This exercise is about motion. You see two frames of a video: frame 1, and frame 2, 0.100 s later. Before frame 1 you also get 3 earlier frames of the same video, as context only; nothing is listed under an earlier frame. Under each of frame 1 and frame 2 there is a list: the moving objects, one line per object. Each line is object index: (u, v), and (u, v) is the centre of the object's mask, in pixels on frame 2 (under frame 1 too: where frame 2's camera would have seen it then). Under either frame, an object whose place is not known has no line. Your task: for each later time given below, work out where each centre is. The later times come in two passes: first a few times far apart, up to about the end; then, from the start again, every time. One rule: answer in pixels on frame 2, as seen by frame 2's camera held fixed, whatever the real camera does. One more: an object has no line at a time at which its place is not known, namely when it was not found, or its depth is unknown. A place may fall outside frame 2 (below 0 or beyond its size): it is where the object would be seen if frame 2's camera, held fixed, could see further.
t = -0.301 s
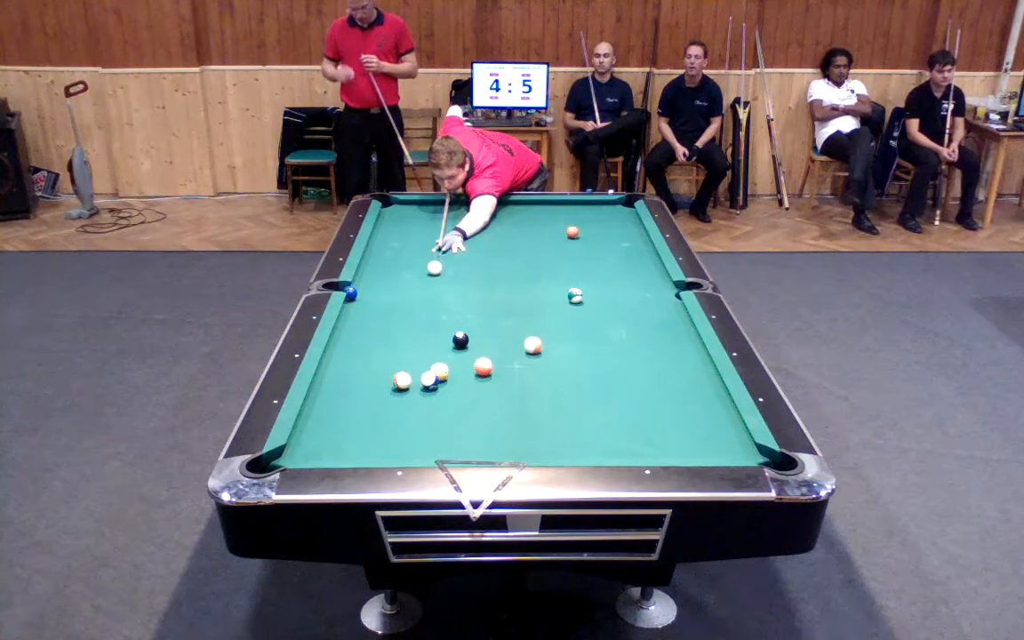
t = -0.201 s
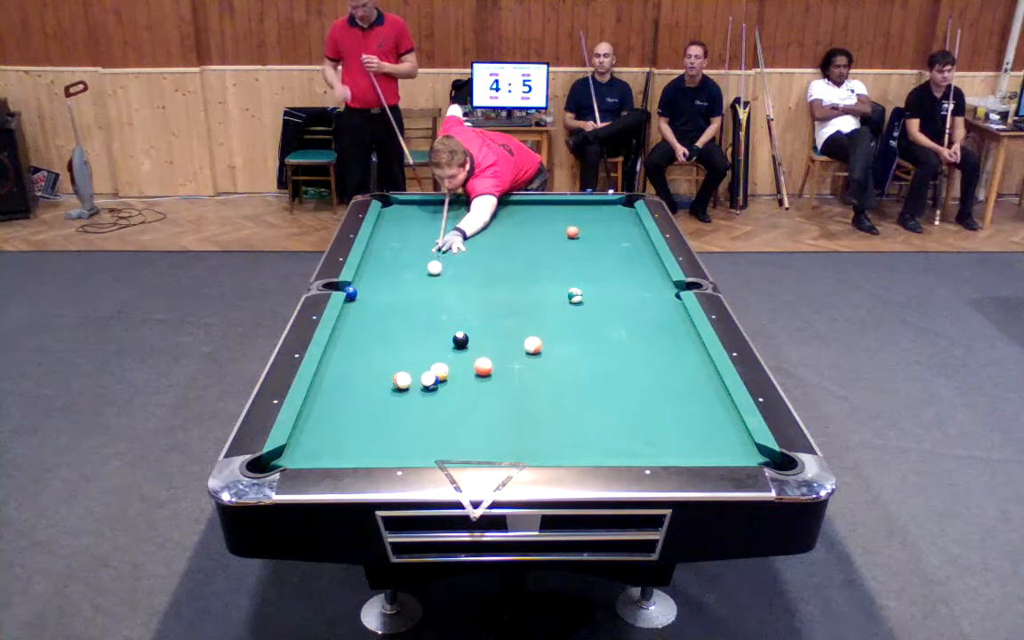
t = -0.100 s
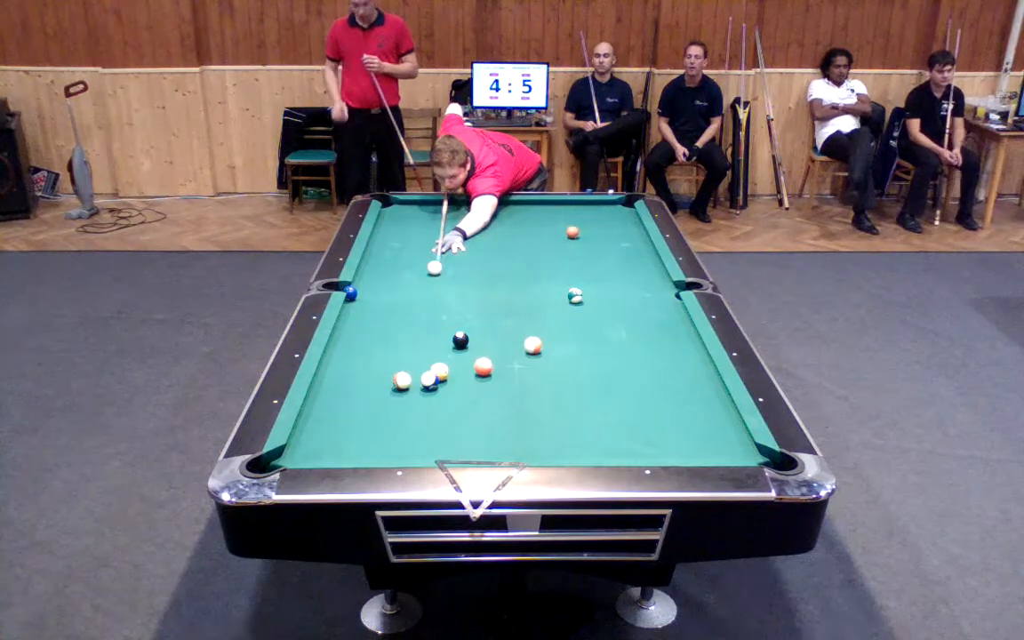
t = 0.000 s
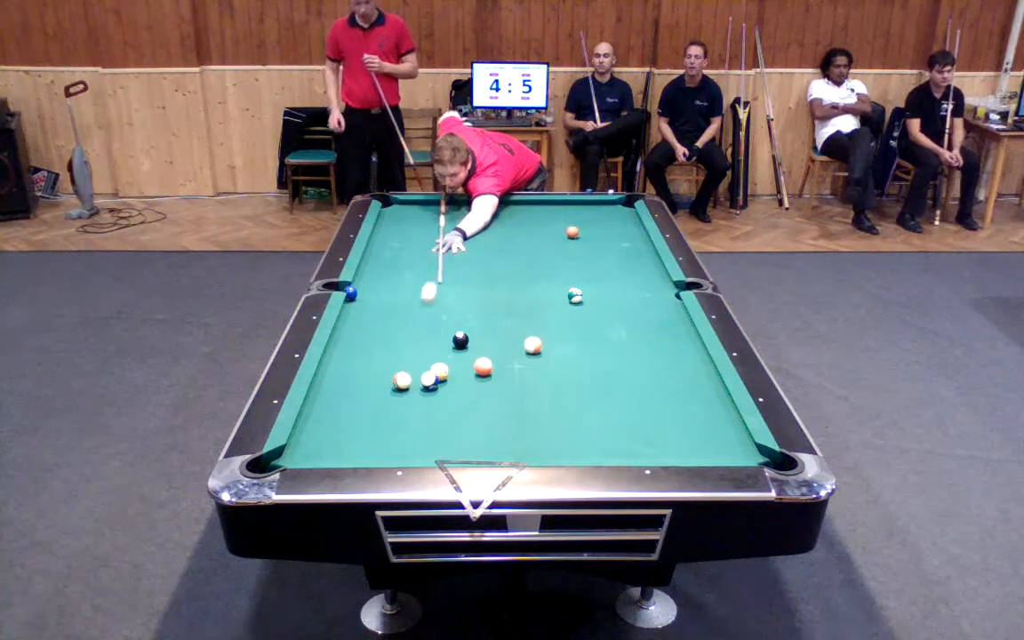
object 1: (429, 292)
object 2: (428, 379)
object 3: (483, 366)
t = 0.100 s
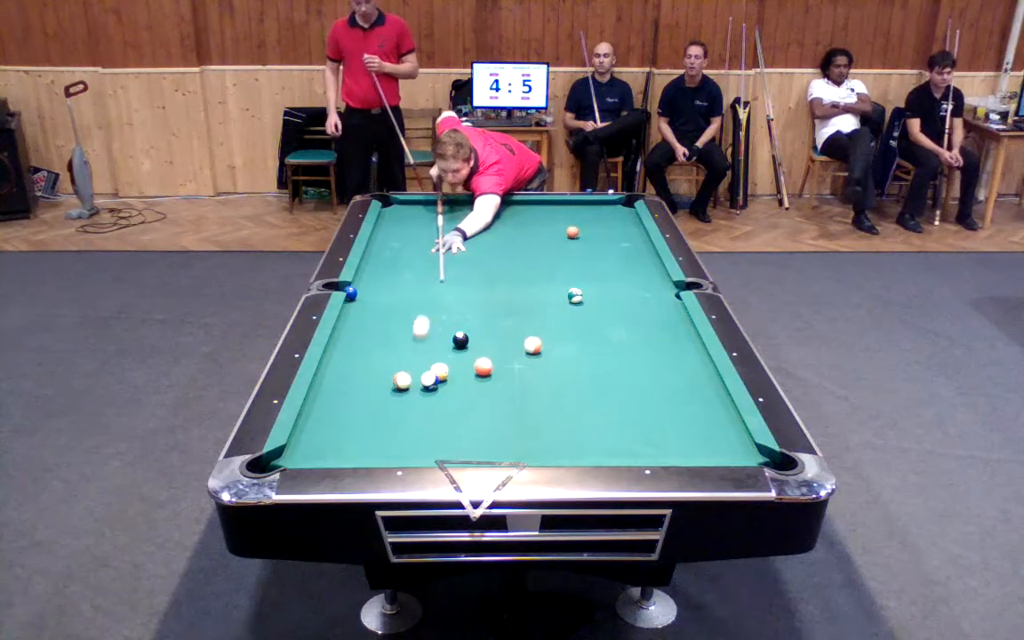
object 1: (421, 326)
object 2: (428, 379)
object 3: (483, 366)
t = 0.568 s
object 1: (425, 360)
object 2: (488, 409)
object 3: (483, 366)
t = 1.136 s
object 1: (431, 340)
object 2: (588, 451)
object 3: (490, 364)
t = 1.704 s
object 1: (435, 326)
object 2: (637, 429)
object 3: (493, 363)
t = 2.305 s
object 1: (436, 315)
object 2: (678, 407)
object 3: (493, 363)
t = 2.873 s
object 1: (436, 308)
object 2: (708, 391)
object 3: (493, 363)
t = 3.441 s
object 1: (437, 304)
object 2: (706, 383)
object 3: (493, 363)
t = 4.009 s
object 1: (437, 303)
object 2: (694, 380)
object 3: (493, 363)
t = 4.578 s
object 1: (437, 303)
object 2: (691, 380)
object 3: (493, 363)
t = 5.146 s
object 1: (437, 303)
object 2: (692, 380)
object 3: (493, 363)
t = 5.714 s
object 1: (437, 303)
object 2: (691, 380)
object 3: (493, 363)
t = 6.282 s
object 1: (437, 303)
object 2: (691, 380)
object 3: (493, 363)
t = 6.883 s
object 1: (437, 303)
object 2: (691, 380)
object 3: (493, 363)
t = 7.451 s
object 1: (437, 303)
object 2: (691, 380)
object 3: (493, 363)
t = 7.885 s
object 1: (437, 303)
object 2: (691, 380)
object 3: (493, 363)
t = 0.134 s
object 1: (418, 339)
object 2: (428, 379)
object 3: (483, 366)
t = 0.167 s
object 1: (415, 352)
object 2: (428, 379)
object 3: (483, 366)
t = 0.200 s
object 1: (413, 363)
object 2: (428, 379)
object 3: (483, 366)
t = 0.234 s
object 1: (414, 373)
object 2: (429, 380)
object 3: (483, 366)
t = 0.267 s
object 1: (420, 373)
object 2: (435, 382)
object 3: (483, 366)
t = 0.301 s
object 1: (422, 371)
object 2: (442, 386)
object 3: (483, 366)
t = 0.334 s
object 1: (422, 370)
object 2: (449, 390)
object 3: (483, 366)
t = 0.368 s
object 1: (422, 369)
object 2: (454, 392)
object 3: (483, 366)
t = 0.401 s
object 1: (423, 367)
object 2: (460, 394)
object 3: (483, 366)
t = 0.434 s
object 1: (423, 366)
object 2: (466, 396)
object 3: (483, 366)
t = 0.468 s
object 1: (424, 364)
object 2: (471, 401)
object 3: (483, 366)
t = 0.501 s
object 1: (424, 363)
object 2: (475, 402)
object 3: (483, 366)
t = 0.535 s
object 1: (425, 361)
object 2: (481, 405)
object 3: (483, 366)
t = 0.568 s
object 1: (425, 360)
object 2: (488, 409)
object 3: (483, 366)
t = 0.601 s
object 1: (425, 359)
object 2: (494, 412)
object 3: (483, 366)
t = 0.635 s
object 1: (426, 357)
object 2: (500, 413)
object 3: (483, 366)
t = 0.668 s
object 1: (426, 356)
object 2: (506, 417)
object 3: (483, 366)
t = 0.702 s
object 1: (427, 355)
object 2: (512, 421)
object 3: (483, 366)
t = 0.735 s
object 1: (427, 354)
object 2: (515, 423)
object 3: (483, 366)
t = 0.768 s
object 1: (428, 353)
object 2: (522, 425)
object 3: (483, 366)
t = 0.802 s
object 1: (428, 352)
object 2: (529, 429)
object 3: (484, 366)
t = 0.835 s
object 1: (429, 350)
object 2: (536, 433)
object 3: (485, 366)
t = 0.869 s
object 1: (429, 349)
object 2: (541, 435)
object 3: (486, 365)
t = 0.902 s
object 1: (429, 348)
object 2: (548, 437)
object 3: (486, 365)
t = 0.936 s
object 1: (429, 347)
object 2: (554, 441)
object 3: (487, 365)
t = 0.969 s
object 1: (430, 346)
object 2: (558, 445)
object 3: (488, 365)
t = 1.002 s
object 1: (430, 345)
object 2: (565, 446)
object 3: (488, 365)
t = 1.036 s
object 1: (430, 343)
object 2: (571, 448)
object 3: (489, 365)
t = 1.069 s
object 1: (431, 342)
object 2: (579, 451)
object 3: (489, 364)
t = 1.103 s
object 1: (431, 342)
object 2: (584, 452)
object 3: (489, 364)
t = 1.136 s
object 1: (431, 340)
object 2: (588, 451)
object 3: (490, 364)
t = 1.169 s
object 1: (431, 339)
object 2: (590, 450)
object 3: (490, 364)
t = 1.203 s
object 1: (432, 338)
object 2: (593, 448)
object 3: (491, 364)
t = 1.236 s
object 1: (432, 338)
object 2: (597, 446)
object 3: (491, 364)
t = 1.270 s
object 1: (432, 336)
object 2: (600, 446)
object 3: (491, 364)
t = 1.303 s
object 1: (433, 336)
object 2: (603, 445)
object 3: (492, 364)
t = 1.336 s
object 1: (433, 334)
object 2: (606, 445)
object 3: (492, 363)
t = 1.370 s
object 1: (433, 334)
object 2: (609, 443)
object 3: (492, 363)
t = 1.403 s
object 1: (433, 333)
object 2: (612, 441)
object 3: (492, 363)
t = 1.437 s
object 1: (434, 332)
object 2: (616, 440)
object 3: (492, 363)
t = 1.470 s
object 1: (434, 331)
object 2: (619, 439)
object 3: (492, 363)
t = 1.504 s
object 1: (434, 330)
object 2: (621, 437)
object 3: (493, 363)
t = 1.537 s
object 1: (434, 330)
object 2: (623, 435)
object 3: (493, 363)
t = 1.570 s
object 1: (435, 329)
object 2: (626, 433)
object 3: (493, 363)
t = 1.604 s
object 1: (434, 328)
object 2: (629, 432)
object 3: (493, 363)
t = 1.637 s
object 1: (435, 327)
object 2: (632, 431)
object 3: (493, 363)
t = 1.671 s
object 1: (435, 326)
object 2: (635, 430)
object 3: (493, 363)
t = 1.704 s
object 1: (435, 326)
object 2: (637, 429)
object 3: (493, 363)
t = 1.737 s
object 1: (435, 325)
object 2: (639, 427)
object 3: (493, 363)
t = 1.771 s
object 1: (435, 325)
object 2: (641, 425)
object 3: (493, 363)
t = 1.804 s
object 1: (436, 324)
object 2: (645, 424)
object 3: (493, 363)
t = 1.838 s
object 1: (436, 323)
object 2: (648, 424)
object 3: (493, 363)
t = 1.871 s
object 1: (436, 322)
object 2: (650, 423)
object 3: (493, 363)
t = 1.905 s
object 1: (436, 322)
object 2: (653, 422)
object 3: (493, 363)
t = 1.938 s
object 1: (436, 321)
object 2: (654, 420)
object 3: (493, 363)
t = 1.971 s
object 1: (436, 321)
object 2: (656, 418)
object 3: (493, 363)
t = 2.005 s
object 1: (436, 320)
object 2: (659, 417)
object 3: (493, 363)
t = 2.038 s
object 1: (436, 319)
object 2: (662, 415)
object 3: (493, 363)
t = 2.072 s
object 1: (436, 319)
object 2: (664, 415)
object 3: (493, 363)
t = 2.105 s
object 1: (436, 318)
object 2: (666, 414)
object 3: (493, 363)
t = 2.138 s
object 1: (436, 317)
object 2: (669, 413)
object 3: (493, 363)
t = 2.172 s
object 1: (436, 317)
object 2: (670, 413)
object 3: (493, 363)
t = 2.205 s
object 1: (436, 317)
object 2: (672, 411)
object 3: (493, 363)
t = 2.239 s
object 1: (436, 316)
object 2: (674, 410)
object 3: (493, 363)
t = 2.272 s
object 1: (435, 315)
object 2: (676, 409)
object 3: (493, 363)
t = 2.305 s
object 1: (436, 315)
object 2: (678, 407)
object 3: (493, 363)
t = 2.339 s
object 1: (435, 315)
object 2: (681, 407)
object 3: (493, 363)
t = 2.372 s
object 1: (435, 314)
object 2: (682, 406)
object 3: (493, 363)
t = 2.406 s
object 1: (435, 313)
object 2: (684, 405)
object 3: (493, 363)
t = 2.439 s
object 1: (436, 313)
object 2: (687, 404)
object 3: (493, 363)
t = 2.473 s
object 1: (436, 312)
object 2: (689, 402)
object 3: (493, 363)
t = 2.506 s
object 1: (436, 312)
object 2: (691, 400)
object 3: (493, 363)
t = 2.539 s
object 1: (436, 311)
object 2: (693, 399)
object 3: (493, 363)
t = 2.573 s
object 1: (436, 311)
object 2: (695, 398)
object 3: (493, 363)
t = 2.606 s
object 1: (436, 310)
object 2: (697, 398)
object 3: (493, 363)
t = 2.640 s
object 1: (436, 310)
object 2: (699, 397)
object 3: (493, 363)
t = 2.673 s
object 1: (435, 310)
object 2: (700, 396)
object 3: (493, 363)
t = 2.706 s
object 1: (436, 309)
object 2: (702, 396)
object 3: (493, 363)
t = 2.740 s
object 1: (435, 309)
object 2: (703, 395)
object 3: (493, 363)
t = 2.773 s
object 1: (436, 308)
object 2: (704, 394)
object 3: (493, 363)
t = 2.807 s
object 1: (436, 308)
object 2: (705, 393)
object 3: (493, 363)
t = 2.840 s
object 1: (436, 308)
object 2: (707, 392)
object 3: (493, 363)
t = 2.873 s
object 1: (436, 308)
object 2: (708, 391)
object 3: (493, 363)
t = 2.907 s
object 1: (436, 307)
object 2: (710, 389)
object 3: (493, 363)
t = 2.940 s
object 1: (436, 307)
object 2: (712, 389)
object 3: (493, 363)
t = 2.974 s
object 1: (436, 307)
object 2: (714, 389)
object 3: (493, 363)
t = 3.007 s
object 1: (436, 307)
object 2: (715, 388)
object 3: (493, 363)
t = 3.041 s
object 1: (436, 306)
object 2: (717, 388)
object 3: (493, 363)
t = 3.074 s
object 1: (436, 306)
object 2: (716, 388)
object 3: (493, 363)
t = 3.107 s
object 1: (437, 306)
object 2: (715, 387)
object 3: (493, 363)
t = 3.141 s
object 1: (437, 306)
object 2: (714, 387)
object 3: (493, 363)
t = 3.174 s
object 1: (437, 305)
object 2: (713, 386)
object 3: (493, 363)
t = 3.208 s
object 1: (437, 305)
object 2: (712, 386)
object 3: (493, 363)
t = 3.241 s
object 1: (437, 305)
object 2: (711, 386)
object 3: (493, 363)
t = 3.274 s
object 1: (437, 305)
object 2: (710, 385)
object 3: (493, 363)
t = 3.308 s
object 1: (437, 305)
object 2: (709, 385)
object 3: (493, 363)
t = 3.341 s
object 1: (437, 304)
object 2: (708, 385)
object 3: (493, 363)
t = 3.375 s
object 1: (437, 304)
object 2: (707, 384)
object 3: (493, 363)
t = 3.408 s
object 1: (437, 304)
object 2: (706, 384)
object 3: (493, 363)
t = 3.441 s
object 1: (437, 304)
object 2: (706, 383)
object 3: (493, 363)
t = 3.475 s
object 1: (437, 304)
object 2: (705, 383)
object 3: (493, 363)
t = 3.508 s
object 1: (437, 303)
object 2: (704, 383)
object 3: (493, 363)
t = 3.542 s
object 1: (437, 303)
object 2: (703, 383)
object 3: (493, 363)
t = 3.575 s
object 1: (437, 303)
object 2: (703, 382)
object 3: (493, 363)
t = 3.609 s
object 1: (437, 303)
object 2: (701, 382)
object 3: (493, 363)
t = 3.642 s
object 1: (437, 303)
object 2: (701, 382)
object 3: (493, 363)
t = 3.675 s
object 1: (437, 303)
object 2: (700, 382)
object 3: (493, 363)
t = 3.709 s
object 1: (437, 303)
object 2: (700, 381)
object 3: (493, 363)
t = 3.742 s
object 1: (437, 303)
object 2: (699, 381)
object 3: (493, 363)
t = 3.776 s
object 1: (437, 303)
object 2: (698, 381)
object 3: (493, 363)
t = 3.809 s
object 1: (437, 303)
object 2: (698, 381)
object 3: (493, 363)
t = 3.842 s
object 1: (437, 303)
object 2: (697, 381)
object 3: (493, 363)
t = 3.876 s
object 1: (437, 303)
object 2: (696, 381)
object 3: (493, 363)
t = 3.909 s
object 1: (437, 303)
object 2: (696, 380)
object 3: (493, 363)
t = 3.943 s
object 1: (437, 303)
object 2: (695, 380)
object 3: (493, 363)
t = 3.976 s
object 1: (437, 303)
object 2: (695, 380)
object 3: (493, 363)
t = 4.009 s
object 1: (437, 303)
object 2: (694, 380)
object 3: (493, 363)
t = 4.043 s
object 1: (437, 303)
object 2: (694, 380)
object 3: (493, 363)
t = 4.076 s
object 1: (437, 303)
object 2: (694, 380)
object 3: (493, 363)
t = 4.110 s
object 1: (437, 303)
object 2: (694, 380)
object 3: (493, 363)
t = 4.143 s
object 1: (437, 303)
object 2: (694, 380)
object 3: (493, 363)
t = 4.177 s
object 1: (437, 303)
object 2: (693, 380)
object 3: (493, 363)
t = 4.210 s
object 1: (437, 303)
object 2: (693, 380)
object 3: (493, 363)
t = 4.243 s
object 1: (437, 303)
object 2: (692, 380)
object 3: (493, 363)
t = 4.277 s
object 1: (437, 303)
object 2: (692, 380)
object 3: (493, 363)
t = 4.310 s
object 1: (437, 303)
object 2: (691, 379)
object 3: (493, 363)
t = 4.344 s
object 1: (437, 303)
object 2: (691, 379)
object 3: (493, 363)
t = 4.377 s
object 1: (437, 303)
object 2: (691, 379)
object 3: (493, 363)
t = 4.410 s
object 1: (437, 303)
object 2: (691, 380)
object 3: (493, 363)
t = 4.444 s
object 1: (437, 303)
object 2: (691, 380)
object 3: (493, 363)
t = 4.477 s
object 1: (437, 303)
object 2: (691, 380)
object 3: (493, 363)
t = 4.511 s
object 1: (437, 303)
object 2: (691, 380)
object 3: (493, 363)
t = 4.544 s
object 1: (437, 303)
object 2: (691, 380)
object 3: (493, 363)
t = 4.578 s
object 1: (437, 303)
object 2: (691, 380)
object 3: (493, 363)
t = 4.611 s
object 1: (437, 303)
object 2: (691, 380)
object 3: (493, 363)
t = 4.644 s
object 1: (437, 303)
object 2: (691, 380)
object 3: (493, 363)
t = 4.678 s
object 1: (437, 303)
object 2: (691, 380)
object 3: (493, 363)
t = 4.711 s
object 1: (437, 303)
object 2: (691, 380)
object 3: (493, 363)
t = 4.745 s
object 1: (437, 303)
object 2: (691, 380)
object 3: (493, 363)
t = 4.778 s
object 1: (437, 303)
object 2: (691, 380)
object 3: (493, 363)
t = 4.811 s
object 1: (437, 303)
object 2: (691, 380)
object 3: (493, 363)
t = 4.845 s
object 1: (437, 303)
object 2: (691, 380)
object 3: (493, 363)
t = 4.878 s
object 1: (437, 303)
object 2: (691, 380)
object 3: (493, 363)
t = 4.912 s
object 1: (437, 303)
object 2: (691, 380)
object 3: (493, 363)
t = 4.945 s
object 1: (437, 303)
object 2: (692, 380)
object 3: (493, 363)
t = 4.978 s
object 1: (437, 303)
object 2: (691, 380)
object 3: (493, 363)
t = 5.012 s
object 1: (437, 303)
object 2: (691, 380)
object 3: (493, 363)
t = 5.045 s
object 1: (437, 303)
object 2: (692, 380)
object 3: (493, 363)
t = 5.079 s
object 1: (437, 303)
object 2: (691, 380)
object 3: (493, 363)
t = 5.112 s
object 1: (437, 303)
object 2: (691, 380)
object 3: (493, 363)
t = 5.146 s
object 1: (437, 303)
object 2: (692, 380)
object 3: (493, 363)
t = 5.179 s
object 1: (437, 303)
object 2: (692, 380)
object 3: (493, 363)
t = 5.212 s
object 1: (437, 303)
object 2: (692, 380)
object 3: (493, 363)
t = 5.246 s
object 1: (437, 303)
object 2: (691, 380)
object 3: (493, 363)
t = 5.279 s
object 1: (437, 303)
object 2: (692, 380)
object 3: (493, 363)
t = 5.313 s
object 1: (437, 303)
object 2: (692, 380)
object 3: (493, 363)
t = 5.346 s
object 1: (437, 303)
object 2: (691, 380)
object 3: (493, 363)
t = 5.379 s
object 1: (437, 303)
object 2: (691, 380)
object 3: (493, 363)
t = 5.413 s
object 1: (437, 303)
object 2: (691, 380)
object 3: (493, 363)
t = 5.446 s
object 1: (437, 303)
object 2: (691, 380)
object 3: (493, 363)
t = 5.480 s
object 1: (437, 303)
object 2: (692, 380)
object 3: (493, 363)
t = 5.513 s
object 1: (437, 303)
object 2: (691, 380)
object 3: (493, 363)
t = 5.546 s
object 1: (437, 303)
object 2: (691, 380)
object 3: (493, 363)
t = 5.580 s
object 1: (437, 303)
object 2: (691, 380)
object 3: (493, 363)
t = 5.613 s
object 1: (437, 303)
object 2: (691, 380)
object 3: (493, 363)
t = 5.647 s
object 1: (437, 303)
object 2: (691, 380)
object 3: (493, 363)
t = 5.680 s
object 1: (437, 303)
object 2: (691, 380)
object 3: (493, 363)
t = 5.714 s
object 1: (437, 303)
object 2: (691, 380)
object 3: (493, 363)
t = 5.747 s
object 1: (437, 303)
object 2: (691, 380)
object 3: (493, 363)
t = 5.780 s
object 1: (437, 303)
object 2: (691, 380)
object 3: (493, 363)
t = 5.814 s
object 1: (437, 303)
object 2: (691, 380)
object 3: (493, 363)
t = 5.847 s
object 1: (437, 303)
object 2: (691, 380)
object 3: (493, 363)
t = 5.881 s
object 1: (437, 303)
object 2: (691, 380)
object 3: (493, 363)
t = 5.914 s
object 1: (437, 303)
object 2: (692, 380)
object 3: (493, 363)
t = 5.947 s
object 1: (437, 303)
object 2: (691, 380)
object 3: (493, 363)
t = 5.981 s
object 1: (437, 303)
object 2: (691, 380)
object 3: (493, 363)
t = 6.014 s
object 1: (437, 303)
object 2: (692, 380)
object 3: (493, 363)
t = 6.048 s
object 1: (437, 303)
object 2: (692, 380)
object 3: (493, 363)
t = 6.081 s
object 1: (437, 303)
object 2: (692, 380)
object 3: (493, 363)
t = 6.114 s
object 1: (437, 303)
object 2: (692, 380)
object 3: (493, 363)
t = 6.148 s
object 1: (437, 303)
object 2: (692, 380)
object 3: (493, 363)
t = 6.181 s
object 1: (437, 303)
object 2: (692, 380)
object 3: (493, 363)
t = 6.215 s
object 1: (437, 303)
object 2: (691, 380)
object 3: (493, 363)
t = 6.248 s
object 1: (437, 303)
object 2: (691, 380)
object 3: (493, 363)
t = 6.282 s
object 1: (437, 303)
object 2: (691, 380)
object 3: (493, 363)
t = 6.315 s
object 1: (437, 303)
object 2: (691, 380)
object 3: (493, 363)
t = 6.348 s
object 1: (437, 303)
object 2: (691, 380)
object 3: (493, 363)
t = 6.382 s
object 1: (437, 303)
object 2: (691, 380)
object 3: (493, 363)
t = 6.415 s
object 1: (437, 303)
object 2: (691, 380)
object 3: (493, 363)
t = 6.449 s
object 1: (437, 303)
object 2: (691, 380)
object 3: (493, 363)
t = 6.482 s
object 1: (437, 303)
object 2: (691, 380)
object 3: (493, 363)
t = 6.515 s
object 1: (437, 303)
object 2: (691, 380)
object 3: (493, 363)
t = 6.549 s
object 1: (437, 303)
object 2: (691, 380)
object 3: (493, 363)
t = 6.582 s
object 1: (437, 303)
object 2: (691, 380)
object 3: (493, 363)
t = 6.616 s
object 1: (437, 303)
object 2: (691, 380)
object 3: (493, 363)
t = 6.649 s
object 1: (437, 303)
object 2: (692, 380)
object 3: (493, 363)
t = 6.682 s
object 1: (437, 303)
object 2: (691, 380)
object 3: (493, 363)
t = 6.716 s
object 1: (437, 303)
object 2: (691, 380)
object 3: (493, 363)
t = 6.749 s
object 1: (437, 303)
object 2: (692, 380)
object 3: (493, 363)
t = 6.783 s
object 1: (437, 303)
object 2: (692, 380)
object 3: (493, 363)
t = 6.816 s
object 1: (437, 303)
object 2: (691, 380)
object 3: (493, 363)
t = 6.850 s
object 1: (437, 303)
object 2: (692, 380)
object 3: (493, 363)
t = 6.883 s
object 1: (437, 303)
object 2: (691, 380)
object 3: (493, 363)
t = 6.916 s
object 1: (437, 303)
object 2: (692, 380)
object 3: (493, 363)
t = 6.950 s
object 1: (437, 303)
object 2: (691, 380)
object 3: (493, 363)
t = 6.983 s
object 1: (437, 303)
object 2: (692, 380)
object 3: (493, 363)
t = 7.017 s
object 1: (437, 303)
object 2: (691, 380)
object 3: (493, 363)
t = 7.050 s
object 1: (437, 303)
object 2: (691, 380)
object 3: (493, 363)
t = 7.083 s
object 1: (437, 303)
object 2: (691, 380)
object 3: (493, 363)
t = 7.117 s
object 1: (437, 303)
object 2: (691, 380)
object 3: (493, 363)
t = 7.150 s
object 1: (437, 303)
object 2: (691, 380)
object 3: (493, 363)
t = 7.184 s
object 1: (437, 303)
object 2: (691, 380)
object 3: (493, 363)
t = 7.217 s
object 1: (437, 303)
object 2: (691, 380)
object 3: (493, 363)
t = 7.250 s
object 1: (437, 303)
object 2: (691, 380)
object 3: (493, 363)
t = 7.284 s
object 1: (437, 303)
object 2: (691, 380)
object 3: (493, 363)
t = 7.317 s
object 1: (437, 303)
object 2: (692, 380)
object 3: (493, 363)
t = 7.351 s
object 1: (437, 303)
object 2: (691, 380)
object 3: (493, 363)
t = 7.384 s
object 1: (437, 303)
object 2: (692, 380)
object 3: (493, 363)
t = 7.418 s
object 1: (437, 303)
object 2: (691, 380)
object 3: (493, 363)
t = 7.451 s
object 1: (437, 303)
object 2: (691, 380)
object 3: (493, 363)
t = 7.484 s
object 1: (437, 303)
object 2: (691, 380)
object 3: (493, 363)
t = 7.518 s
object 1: (437, 303)
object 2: (691, 380)
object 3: (493, 363)
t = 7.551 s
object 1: (437, 303)
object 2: (691, 380)
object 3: (493, 363)
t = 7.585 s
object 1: (437, 303)
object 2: (691, 380)
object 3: (493, 363)
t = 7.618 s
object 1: (437, 303)
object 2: (691, 380)
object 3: (493, 363)
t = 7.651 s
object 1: (437, 303)
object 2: (691, 380)
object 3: (493, 363)
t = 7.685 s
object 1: (437, 303)
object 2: (691, 380)
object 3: (493, 363)
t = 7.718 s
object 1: (437, 303)
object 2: (691, 380)
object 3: (493, 363)
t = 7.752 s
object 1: (437, 303)
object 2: (692, 380)
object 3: (493, 363)
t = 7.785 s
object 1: (437, 303)
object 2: (692, 380)
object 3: (493, 363)
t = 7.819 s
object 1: (437, 303)
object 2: (691, 380)
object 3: (493, 363)
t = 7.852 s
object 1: (437, 303)
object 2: (692, 380)
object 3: (493, 363)
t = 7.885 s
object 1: (437, 303)
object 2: (691, 380)
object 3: (493, 363)
